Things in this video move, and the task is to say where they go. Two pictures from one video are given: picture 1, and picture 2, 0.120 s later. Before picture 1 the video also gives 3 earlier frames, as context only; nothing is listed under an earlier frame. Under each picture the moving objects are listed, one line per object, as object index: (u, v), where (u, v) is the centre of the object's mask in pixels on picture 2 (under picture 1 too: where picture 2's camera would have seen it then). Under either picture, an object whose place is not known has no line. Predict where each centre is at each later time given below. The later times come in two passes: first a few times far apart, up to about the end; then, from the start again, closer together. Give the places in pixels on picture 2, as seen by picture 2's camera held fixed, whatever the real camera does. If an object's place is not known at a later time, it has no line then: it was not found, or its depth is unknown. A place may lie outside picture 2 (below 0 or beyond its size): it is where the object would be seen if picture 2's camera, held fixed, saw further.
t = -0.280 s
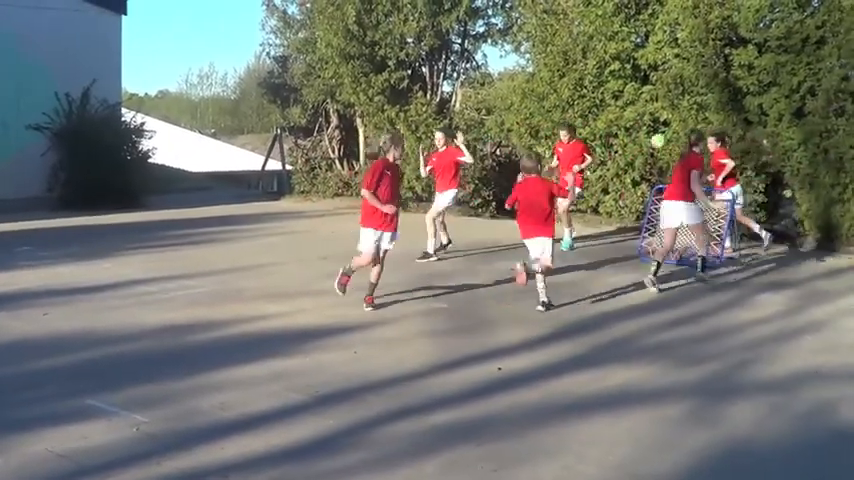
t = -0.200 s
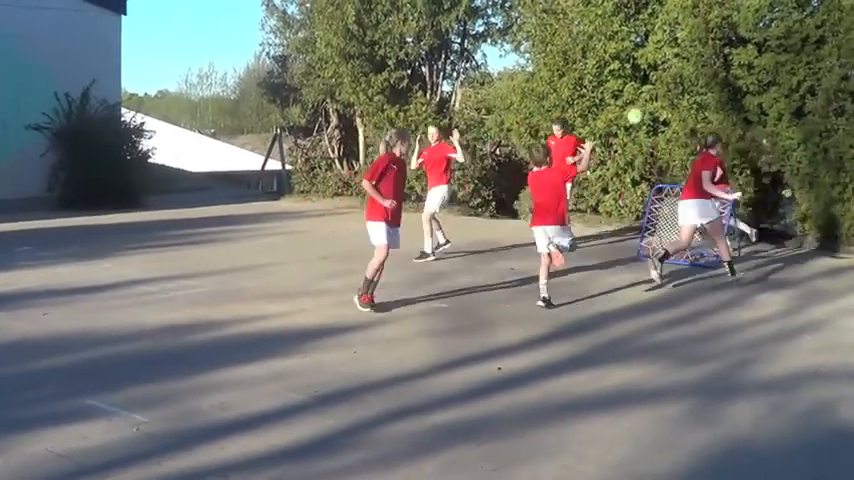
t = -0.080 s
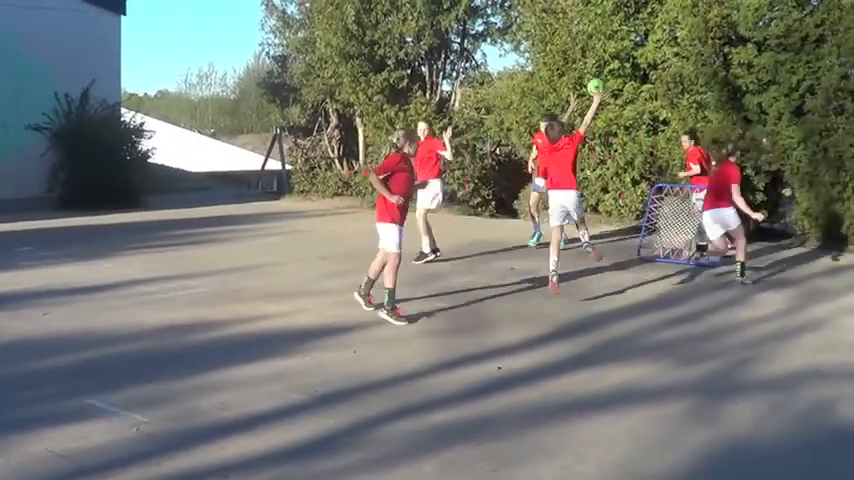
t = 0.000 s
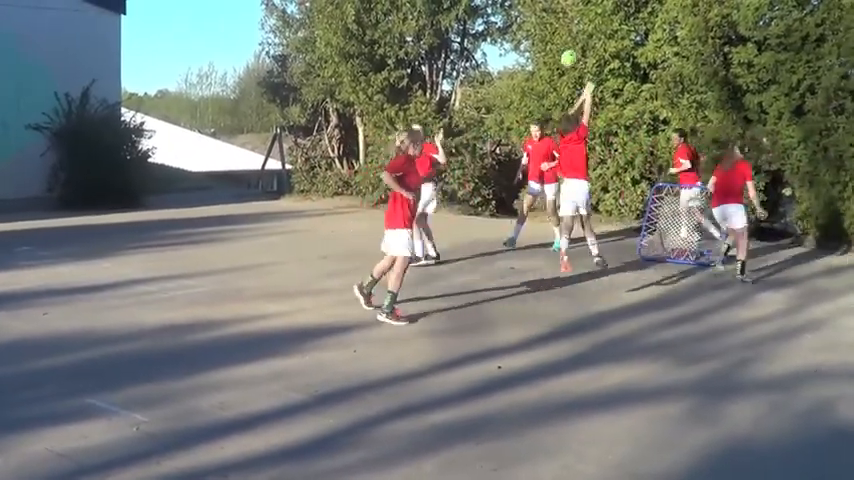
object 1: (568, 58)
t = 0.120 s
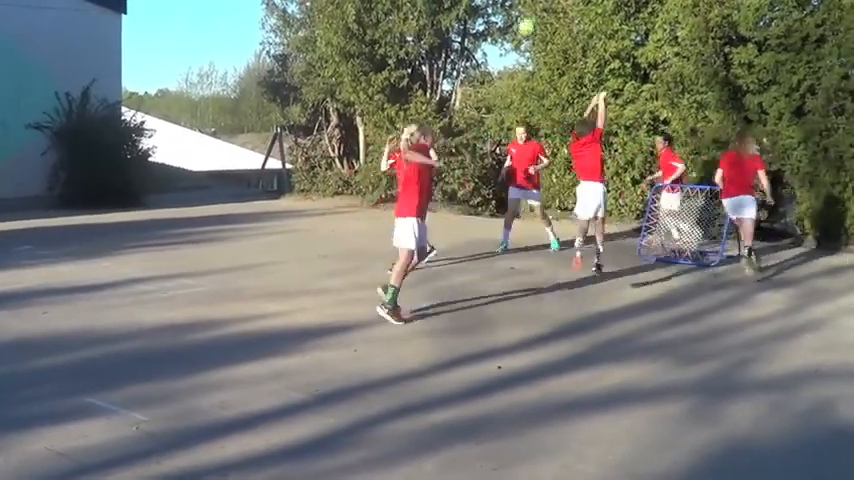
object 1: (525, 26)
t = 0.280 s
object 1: (467, 11)
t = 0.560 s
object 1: (354, 61)
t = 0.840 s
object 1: (234, 223)
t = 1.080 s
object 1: (154, 285)
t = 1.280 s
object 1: (98, 259)
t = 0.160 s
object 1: (511, 20)
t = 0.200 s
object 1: (496, 15)
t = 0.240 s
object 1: (481, 12)
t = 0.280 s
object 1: (467, 11)
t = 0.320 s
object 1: (451, 13)
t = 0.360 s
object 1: (435, 15)
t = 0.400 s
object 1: (419, 20)
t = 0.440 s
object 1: (403, 27)
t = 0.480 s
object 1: (387, 35)
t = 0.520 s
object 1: (370, 48)
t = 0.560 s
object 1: (354, 61)
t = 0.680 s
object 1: (302, 116)
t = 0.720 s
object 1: (285, 140)
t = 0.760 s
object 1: (269, 164)
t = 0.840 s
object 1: (234, 223)
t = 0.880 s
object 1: (219, 255)
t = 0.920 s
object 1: (202, 289)
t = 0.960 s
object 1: (186, 322)
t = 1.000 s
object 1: (176, 309)
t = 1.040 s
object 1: (165, 295)
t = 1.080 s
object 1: (154, 285)
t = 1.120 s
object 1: (143, 275)
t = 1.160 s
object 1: (132, 268)
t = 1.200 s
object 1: (121, 263)
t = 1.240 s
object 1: (109, 260)
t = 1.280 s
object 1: (98, 259)
